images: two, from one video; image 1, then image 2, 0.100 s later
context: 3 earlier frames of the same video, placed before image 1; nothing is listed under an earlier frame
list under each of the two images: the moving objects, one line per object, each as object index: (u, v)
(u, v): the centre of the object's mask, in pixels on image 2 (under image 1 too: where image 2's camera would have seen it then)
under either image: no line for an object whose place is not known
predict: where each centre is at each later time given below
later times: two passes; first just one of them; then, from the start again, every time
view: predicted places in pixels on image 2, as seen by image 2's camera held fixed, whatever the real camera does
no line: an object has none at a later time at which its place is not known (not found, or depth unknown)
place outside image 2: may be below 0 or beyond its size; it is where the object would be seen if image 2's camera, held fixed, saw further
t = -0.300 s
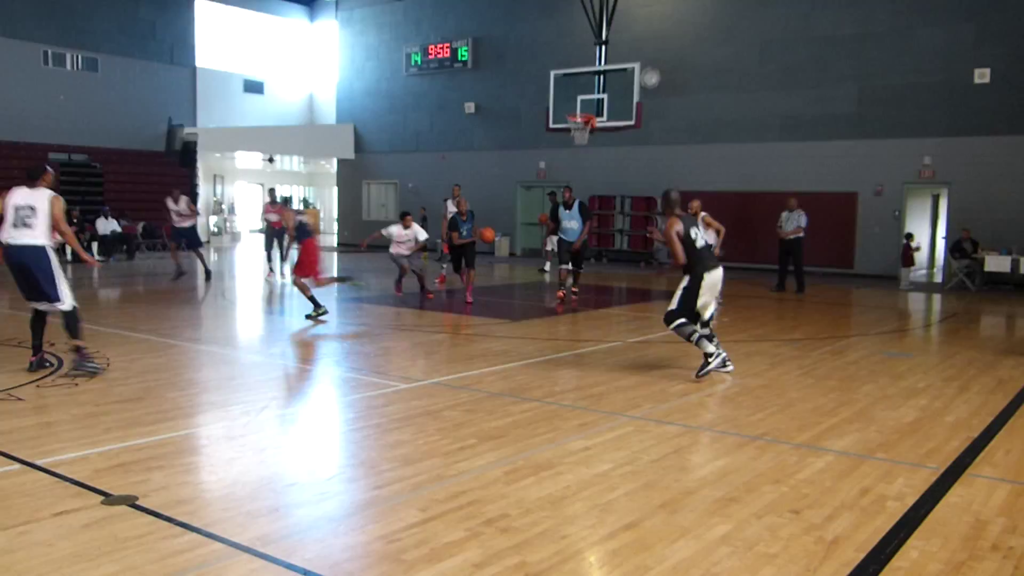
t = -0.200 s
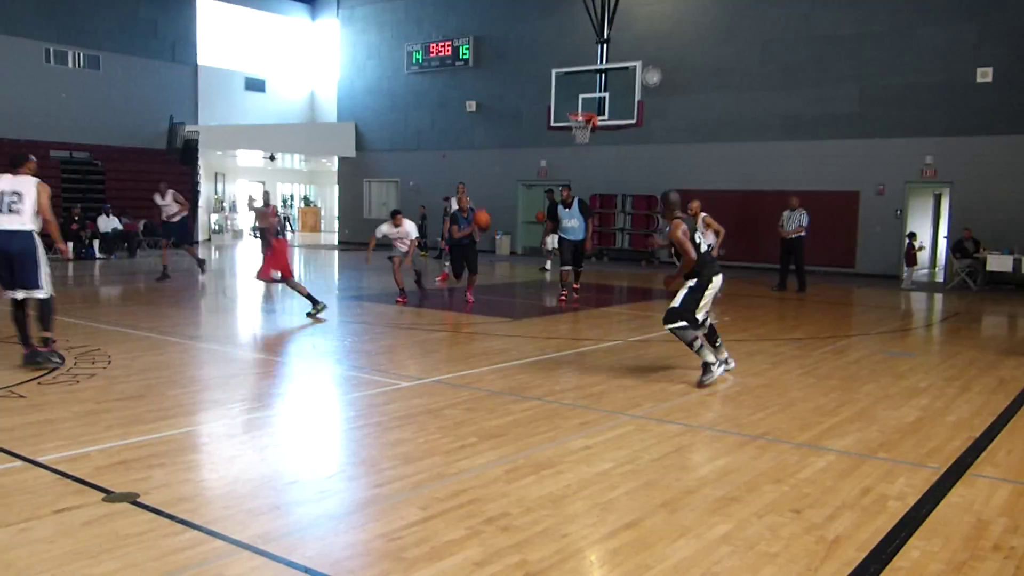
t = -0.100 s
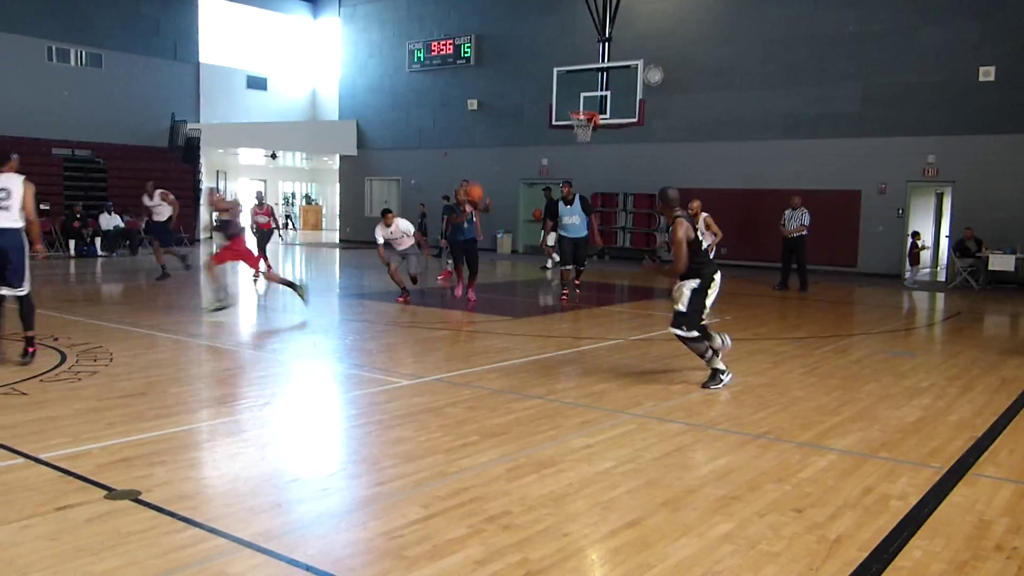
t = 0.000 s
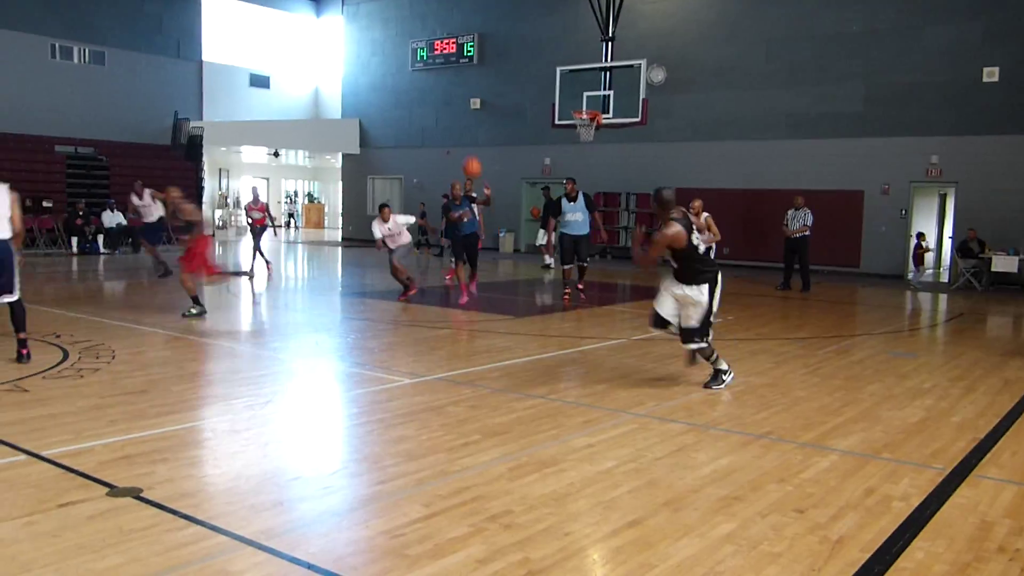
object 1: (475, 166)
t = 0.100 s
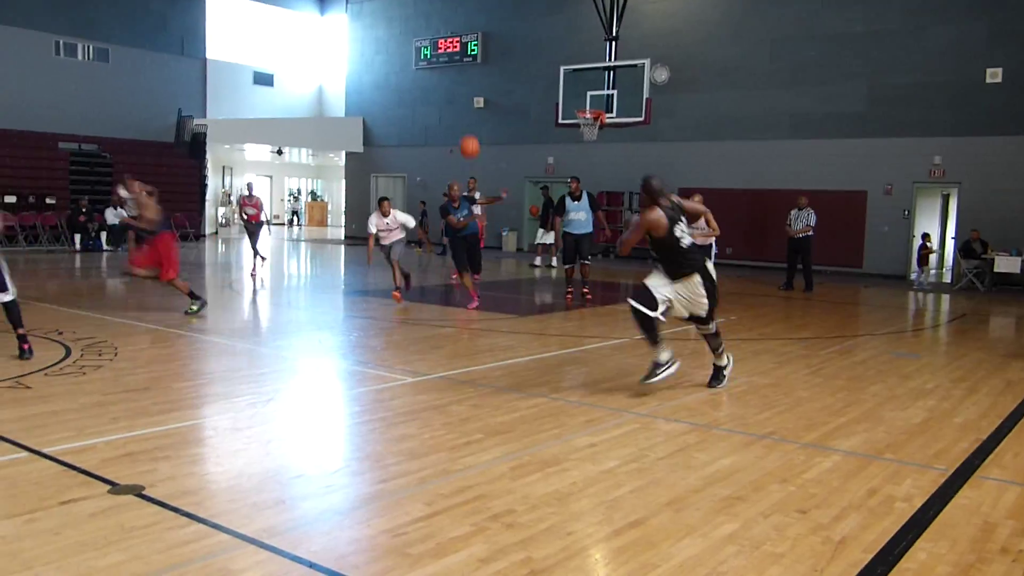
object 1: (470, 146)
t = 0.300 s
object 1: (453, 125)
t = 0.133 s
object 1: (467, 141)
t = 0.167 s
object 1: (465, 136)
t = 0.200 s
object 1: (462, 132)
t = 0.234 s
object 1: (459, 129)
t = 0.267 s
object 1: (456, 126)
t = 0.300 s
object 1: (453, 125)
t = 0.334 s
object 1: (450, 124)
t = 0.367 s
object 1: (446, 124)
